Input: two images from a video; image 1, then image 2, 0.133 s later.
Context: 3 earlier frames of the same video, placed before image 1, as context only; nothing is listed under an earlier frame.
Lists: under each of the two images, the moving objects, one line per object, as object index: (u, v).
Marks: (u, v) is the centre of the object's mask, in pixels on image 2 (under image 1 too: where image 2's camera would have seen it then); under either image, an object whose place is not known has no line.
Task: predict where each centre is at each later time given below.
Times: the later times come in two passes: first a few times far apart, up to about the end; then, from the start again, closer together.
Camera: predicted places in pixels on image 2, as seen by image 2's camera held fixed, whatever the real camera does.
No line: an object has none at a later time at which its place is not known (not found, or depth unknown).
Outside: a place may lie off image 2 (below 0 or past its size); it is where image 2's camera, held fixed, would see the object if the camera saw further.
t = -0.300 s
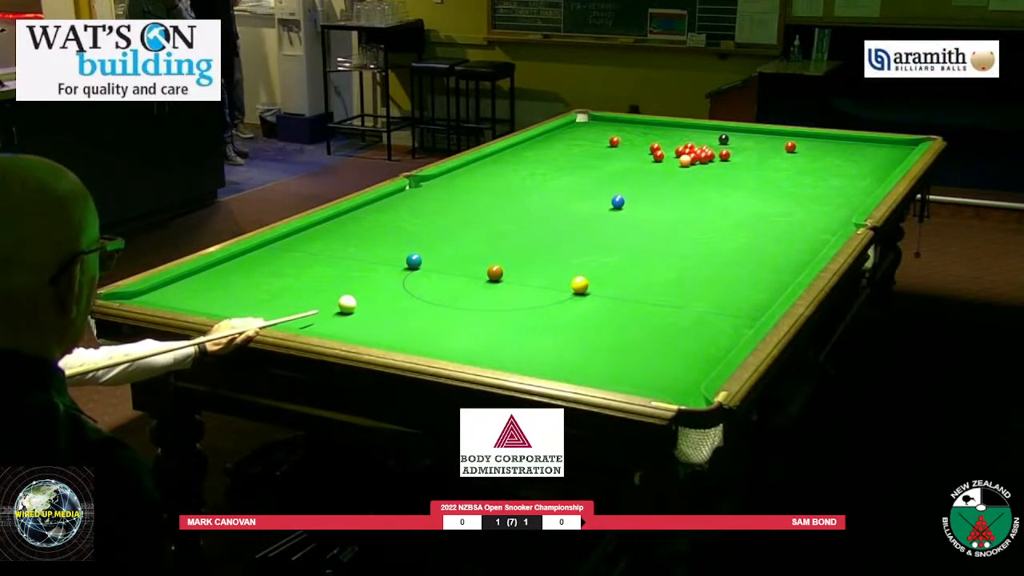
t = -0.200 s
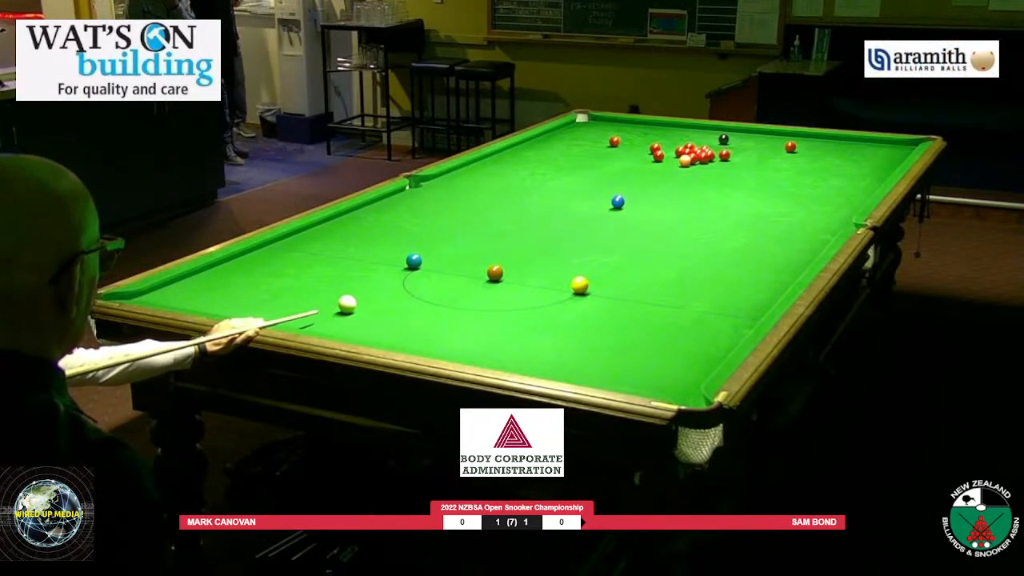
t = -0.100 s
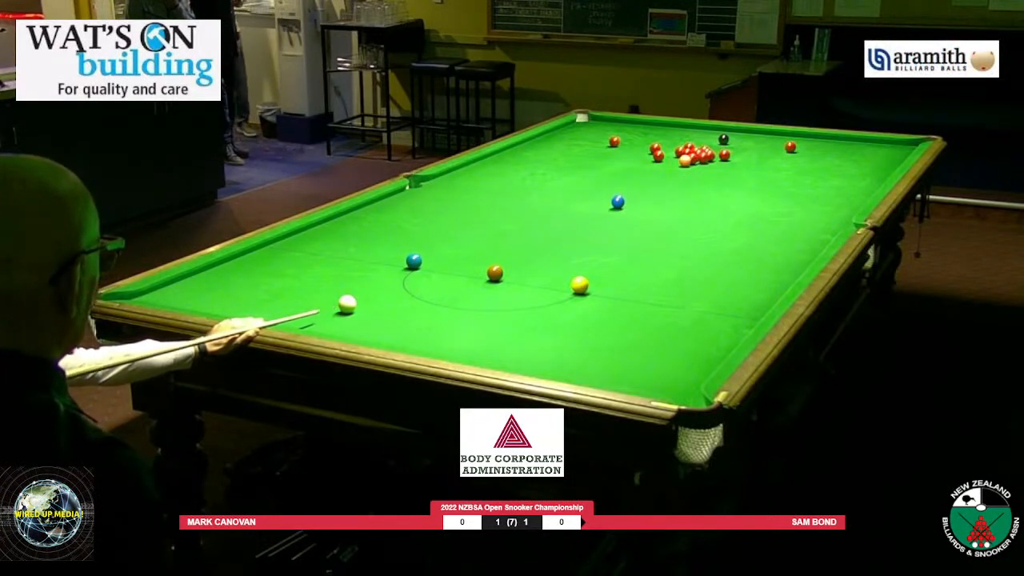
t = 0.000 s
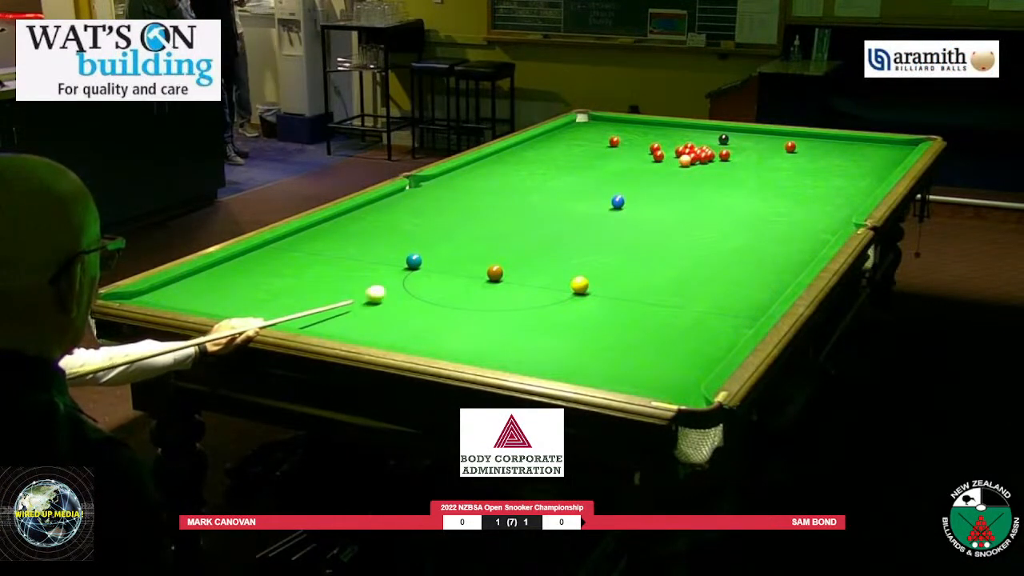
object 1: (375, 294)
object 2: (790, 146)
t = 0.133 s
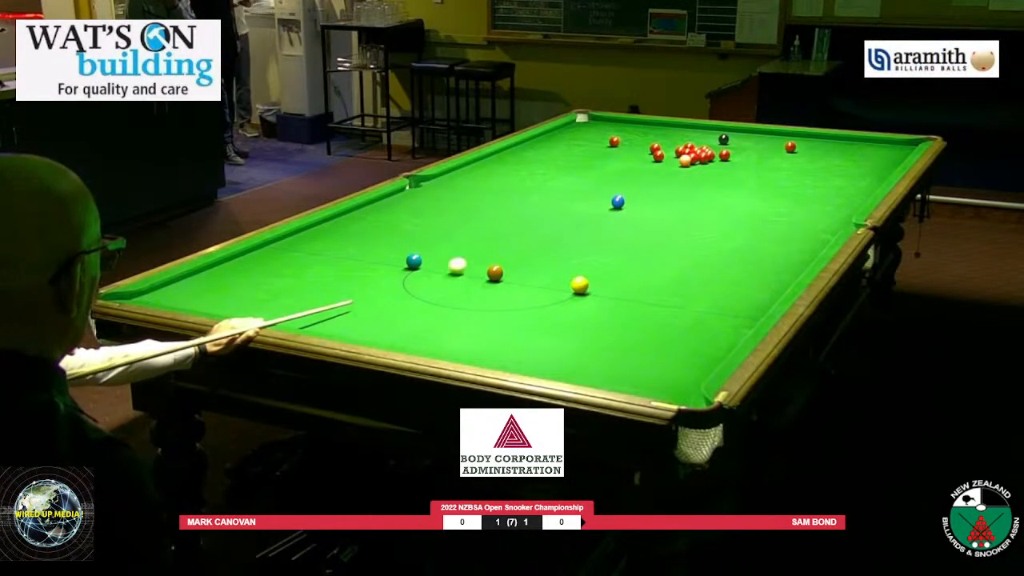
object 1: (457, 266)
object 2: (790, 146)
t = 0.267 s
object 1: (521, 244)
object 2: (790, 146)
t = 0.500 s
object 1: (609, 213)
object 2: (790, 146)
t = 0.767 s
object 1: (694, 184)
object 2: (790, 146)
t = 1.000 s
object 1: (755, 163)
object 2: (790, 146)
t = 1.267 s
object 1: (821, 144)
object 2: (784, 145)
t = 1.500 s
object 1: (863, 144)
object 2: (769, 141)
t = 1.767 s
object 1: (885, 161)
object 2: (753, 137)
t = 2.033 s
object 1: (870, 174)
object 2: (739, 134)
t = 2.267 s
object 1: (839, 183)
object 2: (727, 131)
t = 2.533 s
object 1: (801, 194)
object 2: (715, 128)
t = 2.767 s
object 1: (767, 205)
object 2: (705, 127)
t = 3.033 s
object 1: (727, 217)
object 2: (694, 127)
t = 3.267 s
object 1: (691, 228)
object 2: (685, 126)
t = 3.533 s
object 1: (648, 242)
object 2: (676, 127)
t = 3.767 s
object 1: (608, 254)
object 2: (670, 126)
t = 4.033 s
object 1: (561, 268)
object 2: (663, 127)
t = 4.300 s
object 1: (512, 284)
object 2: (658, 127)
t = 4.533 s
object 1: (467, 298)
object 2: (654, 127)
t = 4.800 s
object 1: (413, 315)
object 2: (651, 126)
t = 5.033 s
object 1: (364, 330)
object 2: (649, 126)
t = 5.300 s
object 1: (350, 325)
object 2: (648, 126)
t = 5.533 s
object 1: (356, 311)
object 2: (648, 126)
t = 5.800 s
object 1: (362, 296)
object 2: (649, 126)
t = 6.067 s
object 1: (367, 284)
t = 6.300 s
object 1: (371, 274)
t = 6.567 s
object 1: (375, 264)
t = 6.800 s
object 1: (378, 256)
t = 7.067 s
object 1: (381, 248)
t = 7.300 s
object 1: (383, 241)
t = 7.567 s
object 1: (385, 234)
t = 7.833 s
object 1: (387, 229)
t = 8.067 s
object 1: (389, 224)
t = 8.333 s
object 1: (390, 220)
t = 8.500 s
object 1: (392, 217)
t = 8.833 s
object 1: (393, 212)
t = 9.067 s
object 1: (393, 210)
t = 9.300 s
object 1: (394, 208)
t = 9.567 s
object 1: (394, 206)
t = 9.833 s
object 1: (395, 204)
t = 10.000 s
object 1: (395, 203)
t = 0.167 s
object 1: (474, 260)
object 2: (790, 146)
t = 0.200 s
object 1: (491, 254)
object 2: (790, 146)
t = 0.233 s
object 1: (506, 249)
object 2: (790, 146)
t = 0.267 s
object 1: (521, 244)
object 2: (790, 146)
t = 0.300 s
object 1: (534, 239)
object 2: (790, 146)
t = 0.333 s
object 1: (548, 234)
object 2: (790, 146)
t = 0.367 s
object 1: (561, 230)
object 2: (790, 146)
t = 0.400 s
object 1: (574, 226)
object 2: (790, 146)
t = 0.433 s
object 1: (586, 221)
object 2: (790, 146)
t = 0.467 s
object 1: (598, 217)
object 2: (790, 146)
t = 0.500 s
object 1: (609, 213)
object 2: (790, 146)
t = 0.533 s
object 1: (621, 209)
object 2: (790, 146)
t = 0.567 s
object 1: (633, 205)
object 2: (790, 146)
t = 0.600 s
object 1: (643, 202)
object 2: (790, 146)
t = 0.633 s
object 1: (654, 198)
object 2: (790, 146)
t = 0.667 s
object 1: (664, 194)
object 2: (790, 146)
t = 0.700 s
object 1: (674, 191)
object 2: (790, 146)
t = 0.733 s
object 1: (684, 188)
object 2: (790, 146)
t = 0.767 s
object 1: (694, 184)
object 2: (790, 146)
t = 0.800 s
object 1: (703, 181)
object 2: (790, 146)
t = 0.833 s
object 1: (712, 178)
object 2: (790, 146)
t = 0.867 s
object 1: (722, 175)
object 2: (790, 146)
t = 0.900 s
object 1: (730, 172)
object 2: (790, 146)
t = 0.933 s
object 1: (738, 169)
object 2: (790, 146)
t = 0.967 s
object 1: (747, 166)
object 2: (790, 146)
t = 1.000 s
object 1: (755, 163)
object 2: (790, 146)
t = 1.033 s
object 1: (763, 160)
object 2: (790, 146)
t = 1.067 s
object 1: (771, 158)
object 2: (790, 146)
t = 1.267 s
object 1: (821, 144)
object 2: (784, 145)
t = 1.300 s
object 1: (830, 142)
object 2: (781, 145)
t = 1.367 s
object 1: (848, 139)
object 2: (777, 143)
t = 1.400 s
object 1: (857, 137)
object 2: (775, 143)
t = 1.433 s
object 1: (859, 140)
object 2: (773, 142)
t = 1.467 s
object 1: (861, 142)
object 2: (771, 142)
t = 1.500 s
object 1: (863, 144)
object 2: (769, 141)
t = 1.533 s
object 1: (865, 146)
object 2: (767, 141)
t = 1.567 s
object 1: (868, 148)
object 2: (765, 140)
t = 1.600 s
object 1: (871, 150)
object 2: (762, 140)
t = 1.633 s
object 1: (874, 152)
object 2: (760, 139)
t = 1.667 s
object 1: (876, 155)
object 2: (759, 139)
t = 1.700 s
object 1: (879, 156)
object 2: (757, 138)
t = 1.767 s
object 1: (885, 161)
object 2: (753, 137)
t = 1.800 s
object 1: (888, 163)
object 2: (751, 137)
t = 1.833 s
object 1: (891, 165)
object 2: (749, 136)
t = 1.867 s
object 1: (892, 166)
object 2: (747, 136)
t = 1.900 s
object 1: (888, 168)
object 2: (746, 136)
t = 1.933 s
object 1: (883, 170)
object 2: (744, 135)
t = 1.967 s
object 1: (879, 171)
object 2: (742, 135)
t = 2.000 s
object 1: (875, 172)
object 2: (741, 134)
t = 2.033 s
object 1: (870, 174)
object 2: (739, 134)
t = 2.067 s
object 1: (866, 175)
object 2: (737, 133)
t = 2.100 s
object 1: (861, 176)
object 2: (735, 133)
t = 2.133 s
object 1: (857, 178)
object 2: (734, 133)
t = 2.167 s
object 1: (852, 179)
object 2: (732, 132)
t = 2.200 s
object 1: (848, 181)
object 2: (730, 132)
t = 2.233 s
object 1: (843, 182)
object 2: (729, 131)
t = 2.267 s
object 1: (839, 183)
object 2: (727, 131)
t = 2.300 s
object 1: (834, 185)
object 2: (726, 130)
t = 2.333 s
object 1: (829, 186)
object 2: (724, 130)
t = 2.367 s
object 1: (825, 187)
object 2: (722, 130)
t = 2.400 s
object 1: (820, 189)
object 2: (721, 130)
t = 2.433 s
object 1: (815, 190)
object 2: (719, 129)
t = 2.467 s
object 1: (811, 191)
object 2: (718, 129)
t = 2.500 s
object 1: (806, 193)
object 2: (717, 128)
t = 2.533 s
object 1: (801, 194)
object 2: (715, 128)
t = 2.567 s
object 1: (796, 196)
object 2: (714, 128)
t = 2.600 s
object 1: (792, 197)
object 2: (712, 127)
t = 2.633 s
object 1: (787, 199)
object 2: (711, 127)
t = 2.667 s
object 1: (782, 200)
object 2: (709, 127)
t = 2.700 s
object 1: (777, 202)
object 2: (708, 127)
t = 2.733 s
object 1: (772, 203)
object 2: (706, 127)
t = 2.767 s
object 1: (767, 205)
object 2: (705, 127)
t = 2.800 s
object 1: (762, 207)
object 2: (704, 127)
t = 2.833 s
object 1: (757, 208)
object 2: (702, 127)
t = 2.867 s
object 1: (752, 209)
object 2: (700, 126)
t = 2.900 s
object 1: (747, 211)
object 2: (699, 127)
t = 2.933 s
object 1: (742, 212)
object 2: (698, 127)
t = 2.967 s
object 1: (737, 214)
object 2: (696, 127)
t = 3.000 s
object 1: (732, 216)
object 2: (695, 127)
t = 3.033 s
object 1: (727, 217)
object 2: (694, 127)
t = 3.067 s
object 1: (722, 219)
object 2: (693, 126)
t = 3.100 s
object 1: (717, 220)
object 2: (691, 126)
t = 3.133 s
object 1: (712, 222)
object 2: (690, 127)
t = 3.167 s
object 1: (706, 223)
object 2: (689, 127)
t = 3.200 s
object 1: (701, 225)
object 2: (687, 127)
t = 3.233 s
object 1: (696, 227)
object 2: (686, 126)
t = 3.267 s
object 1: (691, 228)
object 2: (685, 126)
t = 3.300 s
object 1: (685, 230)
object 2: (684, 127)
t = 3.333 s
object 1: (680, 232)
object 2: (683, 127)
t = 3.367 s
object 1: (674, 233)
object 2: (682, 127)
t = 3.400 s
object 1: (669, 235)
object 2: (681, 127)
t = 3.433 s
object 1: (664, 237)
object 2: (680, 127)
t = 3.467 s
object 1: (659, 238)
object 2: (679, 127)
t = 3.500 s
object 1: (653, 240)
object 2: (678, 127)
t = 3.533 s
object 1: (648, 242)
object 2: (676, 127)
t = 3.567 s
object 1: (642, 244)
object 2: (675, 127)
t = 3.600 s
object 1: (636, 245)
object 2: (674, 126)
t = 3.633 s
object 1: (631, 247)
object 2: (673, 127)
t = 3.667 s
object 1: (625, 249)
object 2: (672, 127)
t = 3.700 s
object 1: (620, 250)
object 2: (672, 127)
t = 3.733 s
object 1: (614, 252)
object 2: (671, 127)
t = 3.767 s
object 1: (608, 254)
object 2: (670, 126)
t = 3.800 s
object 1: (602, 256)
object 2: (669, 127)
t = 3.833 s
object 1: (597, 258)
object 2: (668, 127)
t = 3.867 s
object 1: (591, 259)
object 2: (667, 127)
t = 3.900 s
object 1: (585, 261)
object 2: (666, 127)
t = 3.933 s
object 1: (579, 263)
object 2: (665, 127)
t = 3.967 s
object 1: (573, 265)
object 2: (664, 127)
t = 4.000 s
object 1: (567, 267)
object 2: (664, 127)
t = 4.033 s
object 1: (561, 268)
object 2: (663, 127)
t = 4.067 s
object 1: (555, 270)
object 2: (662, 127)
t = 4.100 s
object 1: (549, 272)
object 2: (662, 127)
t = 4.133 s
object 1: (543, 274)
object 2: (661, 127)
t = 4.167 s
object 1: (537, 276)
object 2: (660, 127)
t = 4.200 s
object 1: (531, 278)
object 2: (660, 127)
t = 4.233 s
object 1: (525, 280)
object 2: (659, 127)
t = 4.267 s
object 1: (519, 282)
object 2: (658, 127)
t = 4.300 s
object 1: (512, 284)
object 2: (658, 127)
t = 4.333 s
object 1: (506, 286)
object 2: (657, 127)
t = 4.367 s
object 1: (499, 288)
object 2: (656, 127)
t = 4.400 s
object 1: (493, 290)
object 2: (656, 127)
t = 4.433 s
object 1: (487, 292)
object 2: (656, 126)
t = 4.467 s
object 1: (480, 294)
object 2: (655, 127)
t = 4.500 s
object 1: (473, 296)
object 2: (654, 127)
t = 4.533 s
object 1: (467, 298)
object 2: (654, 127)
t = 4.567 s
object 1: (460, 300)
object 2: (654, 127)
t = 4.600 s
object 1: (454, 302)
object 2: (653, 127)
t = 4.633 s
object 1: (447, 304)
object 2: (653, 127)
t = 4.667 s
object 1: (441, 307)
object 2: (652, 126)
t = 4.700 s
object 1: (433, 309)
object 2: (652, 126)
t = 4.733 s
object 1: (427, 311)
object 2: (652, 126)
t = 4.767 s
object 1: (420, 313)
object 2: (651, 126)
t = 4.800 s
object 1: (413, 315)
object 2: (651, 126)
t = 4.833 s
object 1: (406, 318)
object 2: (651, 126)
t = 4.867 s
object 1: (399, 320)
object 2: (650, 127)
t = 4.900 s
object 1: (392, 322)
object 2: (650, 127)
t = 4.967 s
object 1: (378, 327)
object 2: (650, 126)
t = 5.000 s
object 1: (371, 329)
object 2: (649, 126)
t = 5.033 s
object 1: (364, 330)
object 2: (649, 126)
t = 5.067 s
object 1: (357, 331)
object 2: (649, 126)
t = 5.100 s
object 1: (350, 332)
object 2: (649, 126)
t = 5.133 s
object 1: (345, 332)
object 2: (649, 126)
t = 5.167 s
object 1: (347, 331)
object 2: (649, 126)
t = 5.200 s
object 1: (347, 329)
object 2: (649, 126)
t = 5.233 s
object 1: (348, 328)
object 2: (649, 126)
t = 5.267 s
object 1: (349, 327)
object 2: (648, 126)
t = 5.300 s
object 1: (350, 325)
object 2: (648, 126)
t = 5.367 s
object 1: (352, 321)
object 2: (648, 127)
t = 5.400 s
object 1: (353, 319)
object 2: (648, 127)
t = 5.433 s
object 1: (353, 317)
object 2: (648, 127)
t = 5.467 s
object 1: (354, 315)
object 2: (648, 126)
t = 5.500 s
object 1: (355, 313)
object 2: (648, 126)
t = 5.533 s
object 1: (356, 311)
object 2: (648, 126)
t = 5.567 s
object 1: (357, 309)
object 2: (648, 126)
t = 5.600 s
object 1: (357, 307)
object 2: (648, 126)
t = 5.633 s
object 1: (358, 305)
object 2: (648, 126)
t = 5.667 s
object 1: (359, 304)
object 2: (648, 126)
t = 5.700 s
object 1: (360, 302)
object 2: (648, 126)
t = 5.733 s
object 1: (360, 300)
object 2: (648, 126)
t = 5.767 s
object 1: (361, 298)
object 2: (648, 126)
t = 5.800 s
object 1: (362, 296)
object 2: (649, 126)
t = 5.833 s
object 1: (362, 295)
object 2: (649, 126)
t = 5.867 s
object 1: (363, 293)
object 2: (649, 126)
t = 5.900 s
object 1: (364, 292)
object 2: (648, 126)
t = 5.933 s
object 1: (365, 290)
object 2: (649, 127)
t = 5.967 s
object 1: (365, 288)
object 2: (649, 127)
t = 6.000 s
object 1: (366, 287)
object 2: (649, 127)
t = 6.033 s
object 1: (366, 285)
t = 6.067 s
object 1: (367, 284)
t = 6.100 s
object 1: (367, 282)
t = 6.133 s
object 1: (368, 281)
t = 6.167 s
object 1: (368, 279)
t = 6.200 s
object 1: (369, 278)
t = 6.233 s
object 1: (370, 277)
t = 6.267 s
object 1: (370, 275)
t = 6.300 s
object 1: (371, 274)
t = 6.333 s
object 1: (371, 272)
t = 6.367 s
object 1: (372, 271)
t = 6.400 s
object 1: (372, 270)
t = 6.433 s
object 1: (373, 269)
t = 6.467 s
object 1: (373, 267)
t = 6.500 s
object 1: (374, 266)
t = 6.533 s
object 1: (374, 265)
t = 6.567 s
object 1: (375, 264)
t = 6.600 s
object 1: (375, 262)
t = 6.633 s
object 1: (375, 261)
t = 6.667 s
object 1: (376, 260)
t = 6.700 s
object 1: (376, 259)
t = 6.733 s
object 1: (377, 258)
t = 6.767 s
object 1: (377, 257)
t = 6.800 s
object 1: (378, 256)
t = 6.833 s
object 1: (378, 254)
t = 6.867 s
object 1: (379, 254)
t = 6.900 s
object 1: (379, 252)
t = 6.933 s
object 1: (379, 252)
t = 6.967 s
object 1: (380, 250)
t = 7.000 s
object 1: (380, 249)
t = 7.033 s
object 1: (381, 248)
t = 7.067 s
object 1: (381, 248)
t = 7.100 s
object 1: (381, 247)
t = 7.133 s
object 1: (381, 246)
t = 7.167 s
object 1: (382, 245)
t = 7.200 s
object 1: (382, 244)
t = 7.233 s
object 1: (382, 243)
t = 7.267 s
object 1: (383, 242)
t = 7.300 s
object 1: (383, 241)
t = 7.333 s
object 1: (383, 240)
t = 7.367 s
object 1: (384, 239)
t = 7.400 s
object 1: (384, 238)
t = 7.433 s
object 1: (384, 238)
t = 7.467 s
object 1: (384, 237)
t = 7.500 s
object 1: (385, 236)
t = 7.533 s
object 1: (385, 235)
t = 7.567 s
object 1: (385, 234)
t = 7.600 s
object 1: (385, 234)
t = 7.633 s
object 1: (385, 233)
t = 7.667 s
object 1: (386, 232)
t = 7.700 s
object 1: (386, 231)
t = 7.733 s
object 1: (386, 231)
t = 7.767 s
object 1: (386, 230)
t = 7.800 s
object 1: (387, 230)
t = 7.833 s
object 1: (387, 229)
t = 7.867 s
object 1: (387, 228)
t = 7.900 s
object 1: (387, 227)
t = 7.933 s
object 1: (388, 227)
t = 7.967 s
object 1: (388, 226)
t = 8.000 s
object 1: (388, 225)
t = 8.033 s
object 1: (388, 225)
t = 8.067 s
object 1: (389, 224)
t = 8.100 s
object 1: (389, 224)
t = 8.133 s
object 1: (389, 223)
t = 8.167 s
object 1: (389, 222)
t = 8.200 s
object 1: (389, 222)
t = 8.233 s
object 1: (389, 221)
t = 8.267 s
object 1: (390, 221)
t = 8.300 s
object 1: (390, 220)
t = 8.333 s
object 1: (390, 220)
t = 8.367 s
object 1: (390, 219)
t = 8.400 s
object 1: (391, 219)
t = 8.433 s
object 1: (391, 218)
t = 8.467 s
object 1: (391, 218)
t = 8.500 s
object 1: (392, 217)
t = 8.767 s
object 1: (391, 212)
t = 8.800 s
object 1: (393, 212)
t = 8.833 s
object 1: (393, 212)
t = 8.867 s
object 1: (393, 212)
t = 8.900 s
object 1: (393, 212)
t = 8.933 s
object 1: (393, 211)
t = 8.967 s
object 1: (393, 211)
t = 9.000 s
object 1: (393, 211)
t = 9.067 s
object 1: (393, 210)
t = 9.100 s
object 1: (394, 210)
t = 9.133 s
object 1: (394, 209)
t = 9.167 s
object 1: (394, 209)
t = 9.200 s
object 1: (394, 209)
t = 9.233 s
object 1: (394, 208)
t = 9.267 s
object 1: (394, 208)
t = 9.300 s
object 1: (394, 208)
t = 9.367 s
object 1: (394, 207)
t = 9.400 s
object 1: (394, 207)
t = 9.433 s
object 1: (394, 207)
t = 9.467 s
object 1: (394, 207)
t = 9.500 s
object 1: (394, 206)
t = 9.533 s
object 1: (394, 206)
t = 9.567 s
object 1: (394, 206)
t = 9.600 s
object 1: (394, 206)
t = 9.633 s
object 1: (394, 205)
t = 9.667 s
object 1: (394, 205)
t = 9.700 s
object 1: (394, 205)
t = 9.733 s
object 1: (395, 205)
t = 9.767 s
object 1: (395, 205)
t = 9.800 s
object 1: (395, 204)
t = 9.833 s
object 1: (395, 204)
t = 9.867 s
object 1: (395, 204)
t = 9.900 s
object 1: (395, 204)
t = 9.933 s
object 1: (395, 204)
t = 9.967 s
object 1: (395, 204)
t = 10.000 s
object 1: (395, 203)
